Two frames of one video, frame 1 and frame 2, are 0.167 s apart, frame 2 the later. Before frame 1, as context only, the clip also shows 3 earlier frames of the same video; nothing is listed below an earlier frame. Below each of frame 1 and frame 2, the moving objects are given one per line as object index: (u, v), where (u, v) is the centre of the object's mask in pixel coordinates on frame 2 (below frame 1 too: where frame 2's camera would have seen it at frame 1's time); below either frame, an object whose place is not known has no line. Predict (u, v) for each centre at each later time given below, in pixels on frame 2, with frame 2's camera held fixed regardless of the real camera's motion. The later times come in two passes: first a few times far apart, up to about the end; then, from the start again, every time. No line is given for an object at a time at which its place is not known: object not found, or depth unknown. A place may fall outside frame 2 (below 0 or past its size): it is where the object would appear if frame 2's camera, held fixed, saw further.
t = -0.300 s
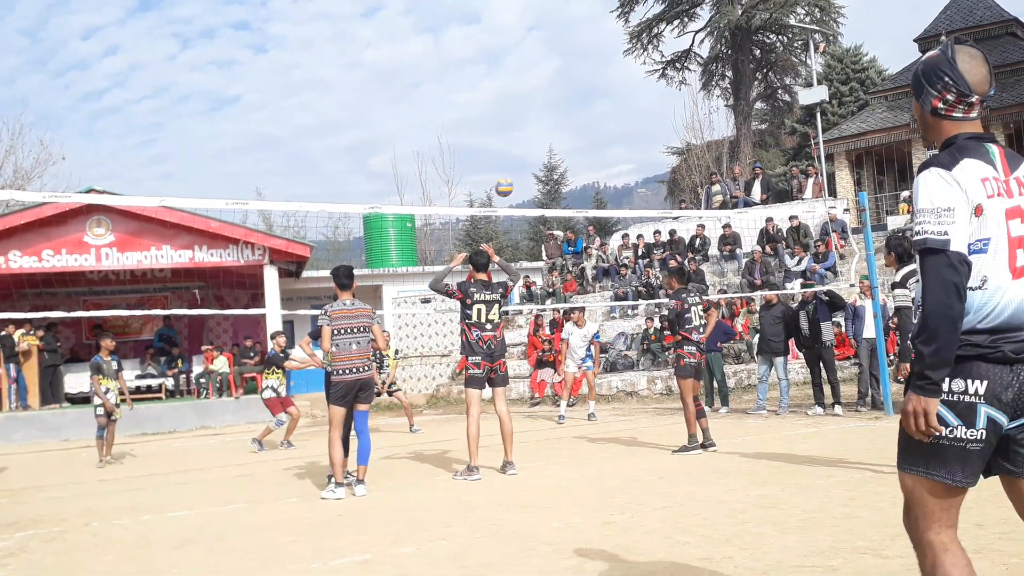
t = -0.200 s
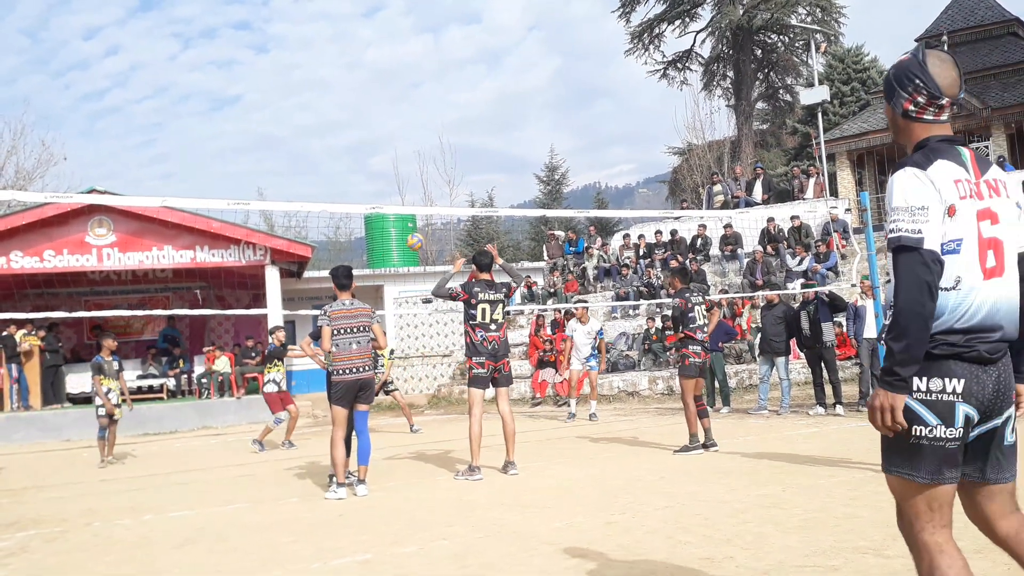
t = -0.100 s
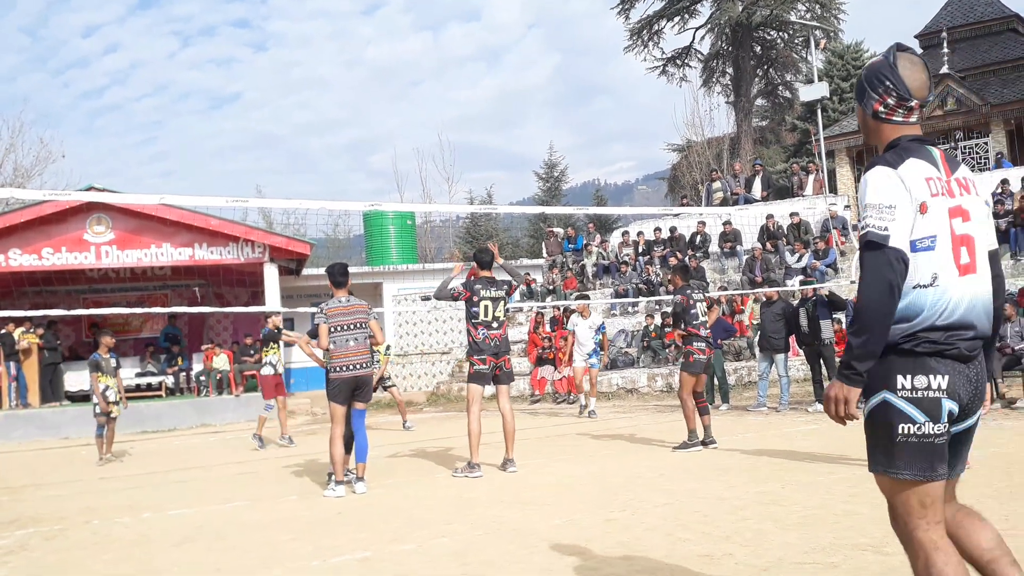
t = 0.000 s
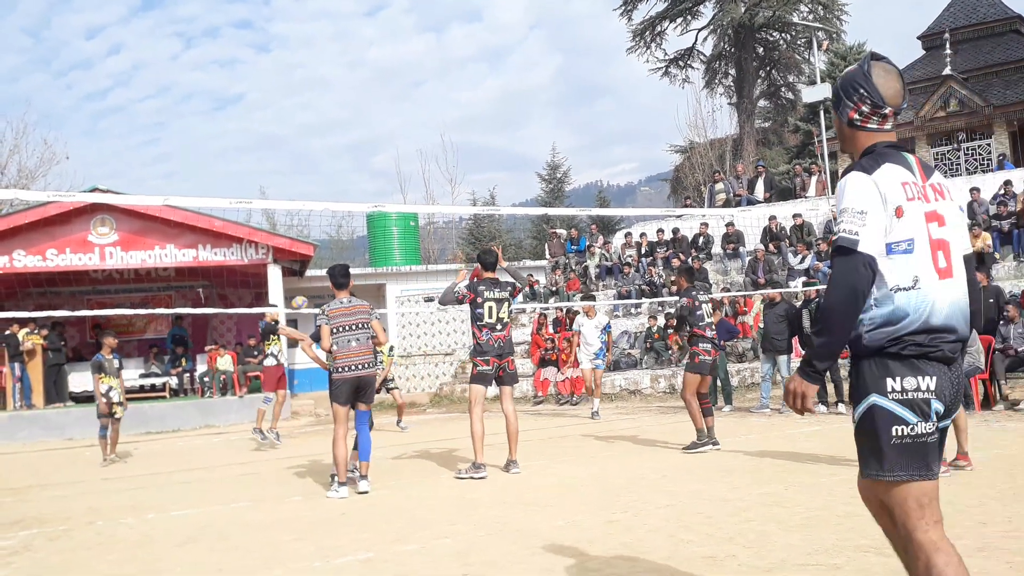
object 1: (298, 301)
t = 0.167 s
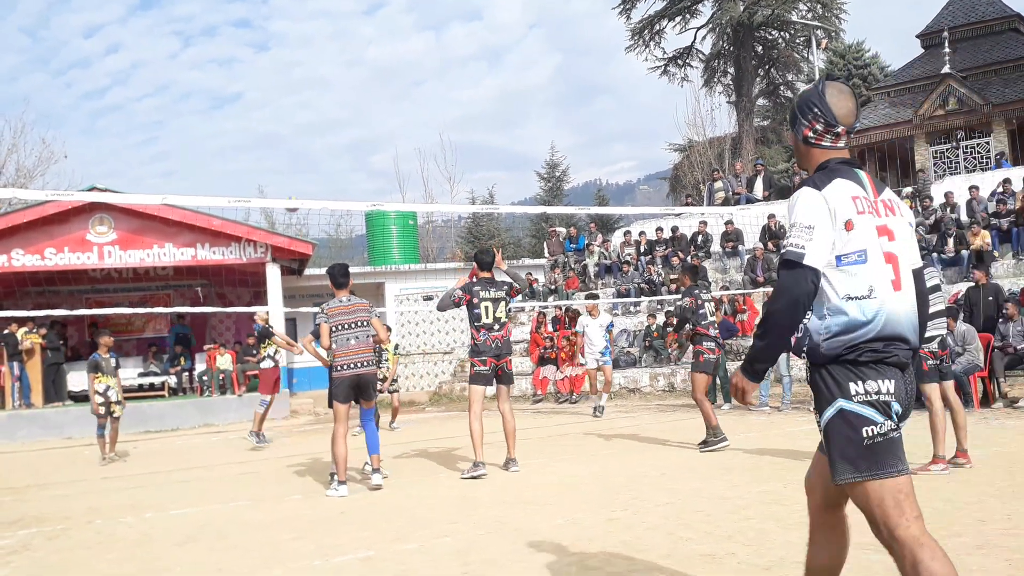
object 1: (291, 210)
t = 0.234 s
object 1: (287, 170)
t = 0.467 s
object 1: (277, 73)
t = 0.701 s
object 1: (268, 14)
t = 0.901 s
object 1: (261, -2)
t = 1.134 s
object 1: (255, 17)
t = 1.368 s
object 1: (252, 86)
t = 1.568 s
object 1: (255, 187)
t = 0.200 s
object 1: (289, 187)
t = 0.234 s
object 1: (287, 170)
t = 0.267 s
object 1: (287, 155)
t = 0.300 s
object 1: (285, 139)
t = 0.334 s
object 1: (283, 124)
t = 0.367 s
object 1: (282, 110)
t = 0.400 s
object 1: (281, 98)
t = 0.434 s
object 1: (280, 85)
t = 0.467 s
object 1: (277, 73)
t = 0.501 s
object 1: (276, 62)
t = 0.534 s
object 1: (274, 52)
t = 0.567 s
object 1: (274, 43)
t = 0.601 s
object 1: (272, 34)
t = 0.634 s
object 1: (270, 27)
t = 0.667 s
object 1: (268, 20)
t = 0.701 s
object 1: (268, 14)
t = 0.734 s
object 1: (266, 8)
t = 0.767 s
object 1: (265, 4)
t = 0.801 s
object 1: (264, 3)
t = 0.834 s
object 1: (263, 1)
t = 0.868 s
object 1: (262, -1)
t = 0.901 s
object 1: (261, -2)
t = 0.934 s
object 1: (259, -2)
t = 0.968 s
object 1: (259, -2)
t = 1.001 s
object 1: (258, -1)
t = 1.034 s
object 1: (257, 2)
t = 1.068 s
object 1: (256, 6)
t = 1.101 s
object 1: (256, 11)
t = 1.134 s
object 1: (255, 17)
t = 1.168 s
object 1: (255, 23)
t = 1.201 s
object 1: (254, 31)
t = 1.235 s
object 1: (253, 40)
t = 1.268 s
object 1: (254, 50)
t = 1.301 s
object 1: (253, 61)
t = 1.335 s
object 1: (252, 72)
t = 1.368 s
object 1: (252, 86)
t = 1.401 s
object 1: (253, 100)
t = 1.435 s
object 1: (253, 115)
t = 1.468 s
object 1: (253, 131)
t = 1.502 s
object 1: (253, 149)
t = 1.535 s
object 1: (254, 168)
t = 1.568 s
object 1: (255, 187)
